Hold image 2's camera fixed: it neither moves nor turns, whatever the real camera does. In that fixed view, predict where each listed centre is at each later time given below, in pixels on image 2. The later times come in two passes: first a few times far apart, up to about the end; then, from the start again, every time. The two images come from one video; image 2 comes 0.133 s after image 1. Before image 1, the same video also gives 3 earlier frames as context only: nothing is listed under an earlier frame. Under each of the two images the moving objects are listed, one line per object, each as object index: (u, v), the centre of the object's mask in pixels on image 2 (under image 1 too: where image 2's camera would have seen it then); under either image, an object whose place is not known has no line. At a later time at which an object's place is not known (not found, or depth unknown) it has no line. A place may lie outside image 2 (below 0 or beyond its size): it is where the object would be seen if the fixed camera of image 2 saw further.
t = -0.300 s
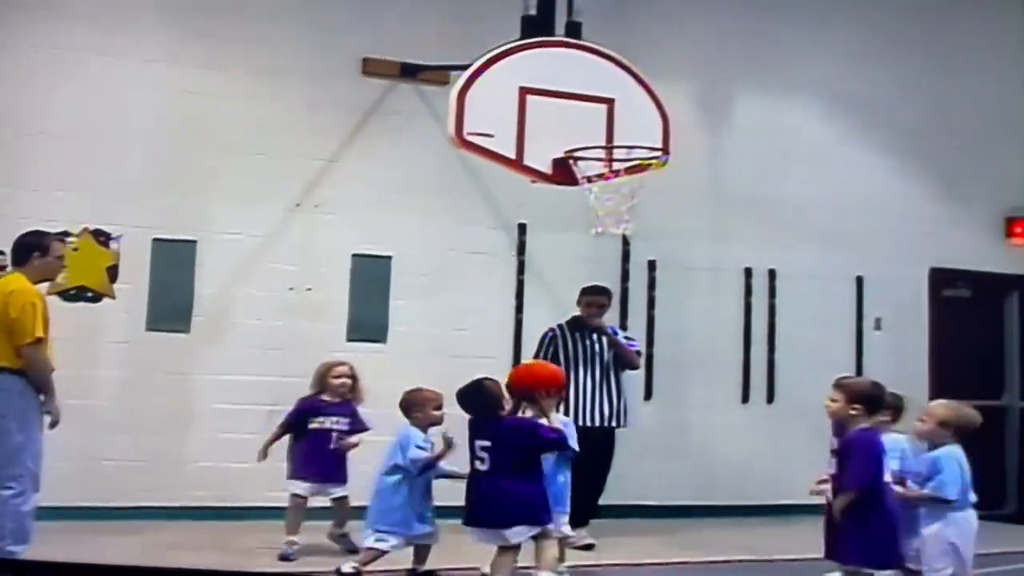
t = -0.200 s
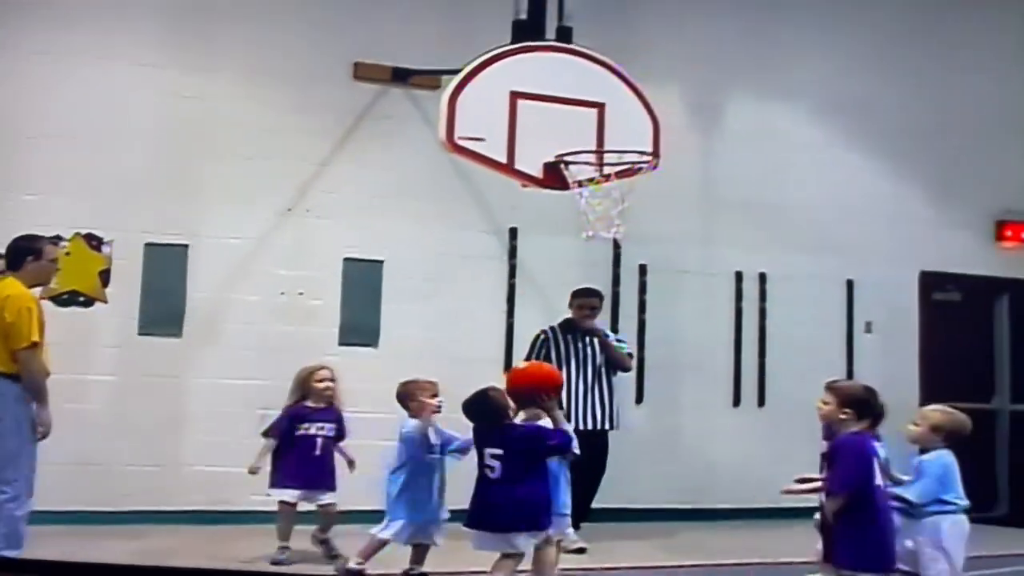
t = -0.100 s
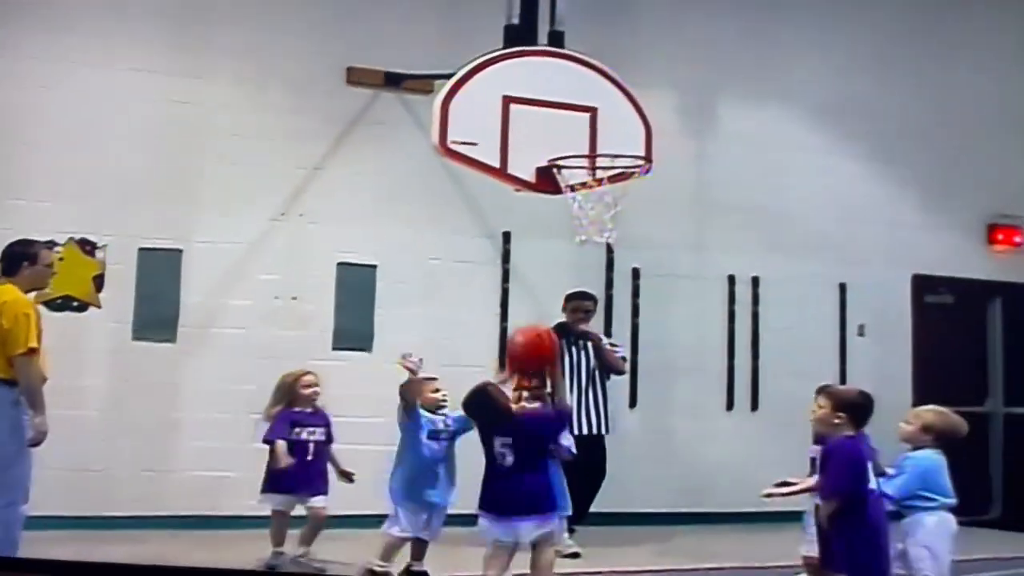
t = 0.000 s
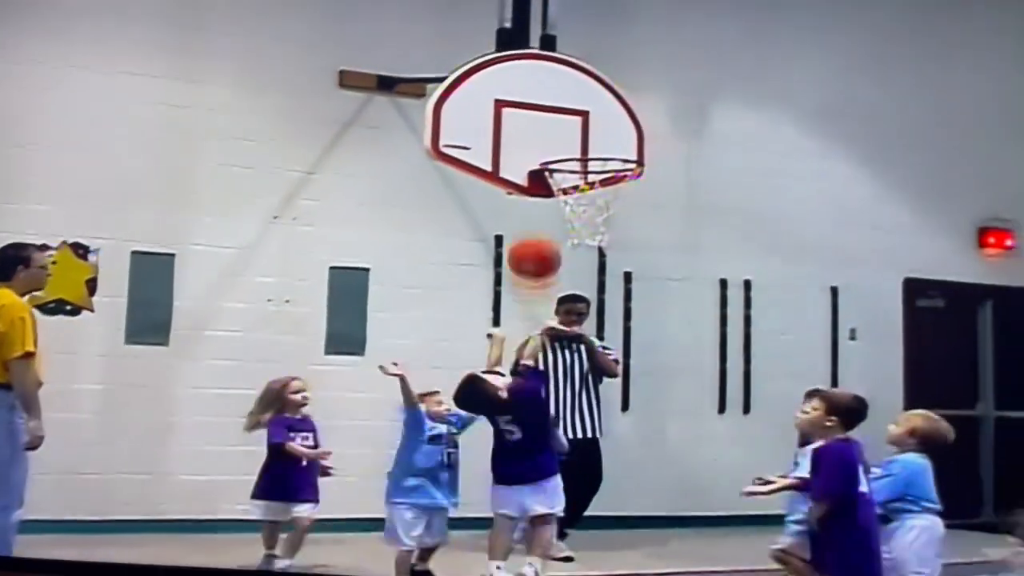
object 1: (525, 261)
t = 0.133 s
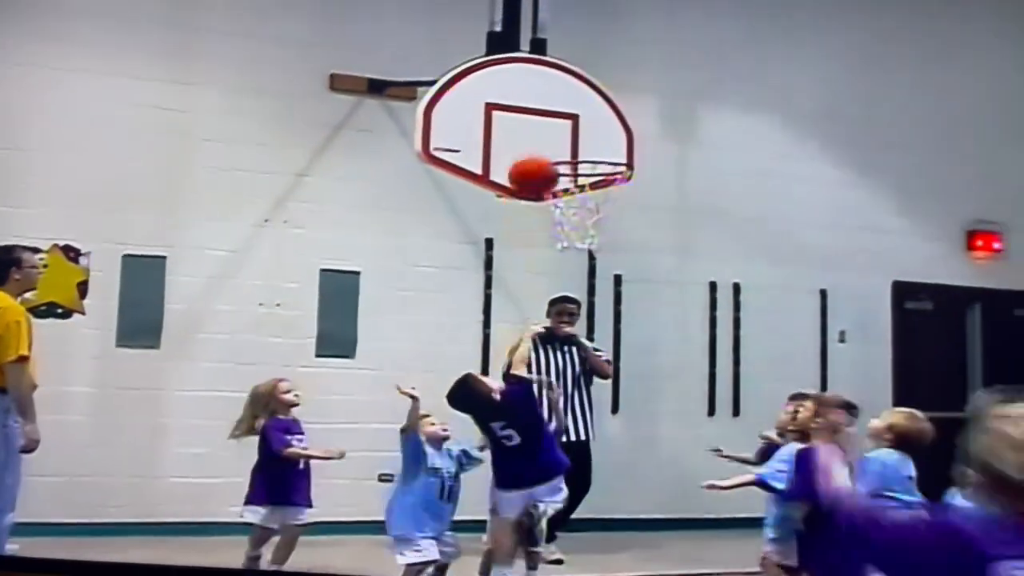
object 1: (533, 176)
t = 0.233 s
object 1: (539, 136)
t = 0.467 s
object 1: (548, 111)
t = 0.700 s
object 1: (556, 149)
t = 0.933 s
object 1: (586, 123)
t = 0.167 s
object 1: (535, 159)
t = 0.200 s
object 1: (537, 146)
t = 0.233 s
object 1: (539, 136)
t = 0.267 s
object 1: (541, 127)
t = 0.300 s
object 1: (542, 120)
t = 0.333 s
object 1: (543, 114)
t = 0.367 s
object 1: (545, 111)
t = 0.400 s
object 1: (546, 109)
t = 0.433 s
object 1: (547, 109)
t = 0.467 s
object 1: (548, 111)
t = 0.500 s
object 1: (549, 115)
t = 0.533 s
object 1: (550, 119)
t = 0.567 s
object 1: (551, 126)
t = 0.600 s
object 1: (551, 134)
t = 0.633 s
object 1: (551, 143)
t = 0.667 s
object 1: (552, 152)
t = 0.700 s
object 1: (556, 149)
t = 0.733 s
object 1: (561, 142)
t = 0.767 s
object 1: (565, 135)
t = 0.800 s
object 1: (569, 130)
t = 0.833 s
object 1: (573, 126)
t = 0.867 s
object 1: (577, 123)
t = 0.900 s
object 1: (581, 122)
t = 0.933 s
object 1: (586, 123)
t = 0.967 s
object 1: (590, 125)
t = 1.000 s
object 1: (592, 129)
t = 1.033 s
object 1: (597, 135)
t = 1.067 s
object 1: (600, 142)
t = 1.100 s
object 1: (603, 150)
